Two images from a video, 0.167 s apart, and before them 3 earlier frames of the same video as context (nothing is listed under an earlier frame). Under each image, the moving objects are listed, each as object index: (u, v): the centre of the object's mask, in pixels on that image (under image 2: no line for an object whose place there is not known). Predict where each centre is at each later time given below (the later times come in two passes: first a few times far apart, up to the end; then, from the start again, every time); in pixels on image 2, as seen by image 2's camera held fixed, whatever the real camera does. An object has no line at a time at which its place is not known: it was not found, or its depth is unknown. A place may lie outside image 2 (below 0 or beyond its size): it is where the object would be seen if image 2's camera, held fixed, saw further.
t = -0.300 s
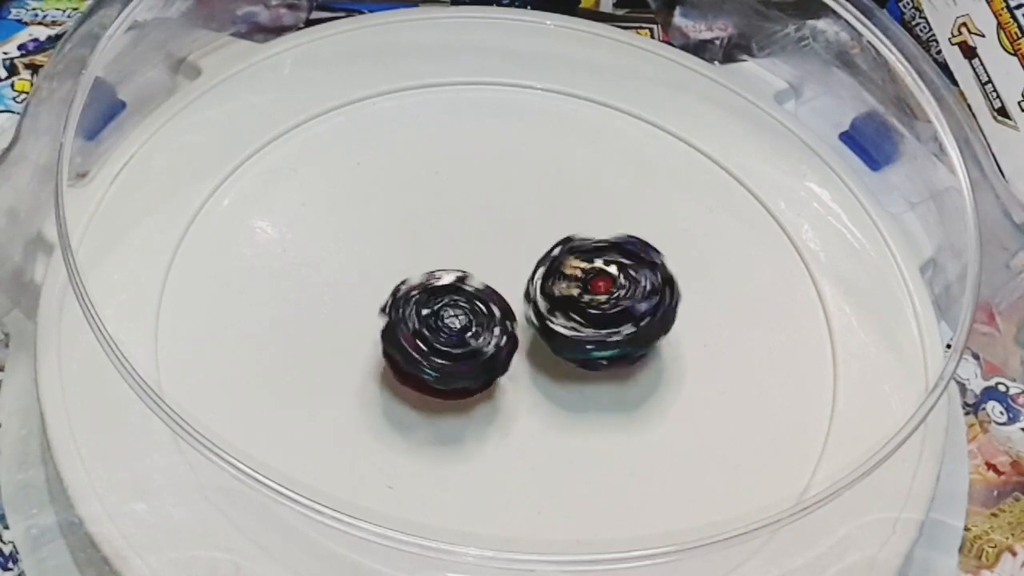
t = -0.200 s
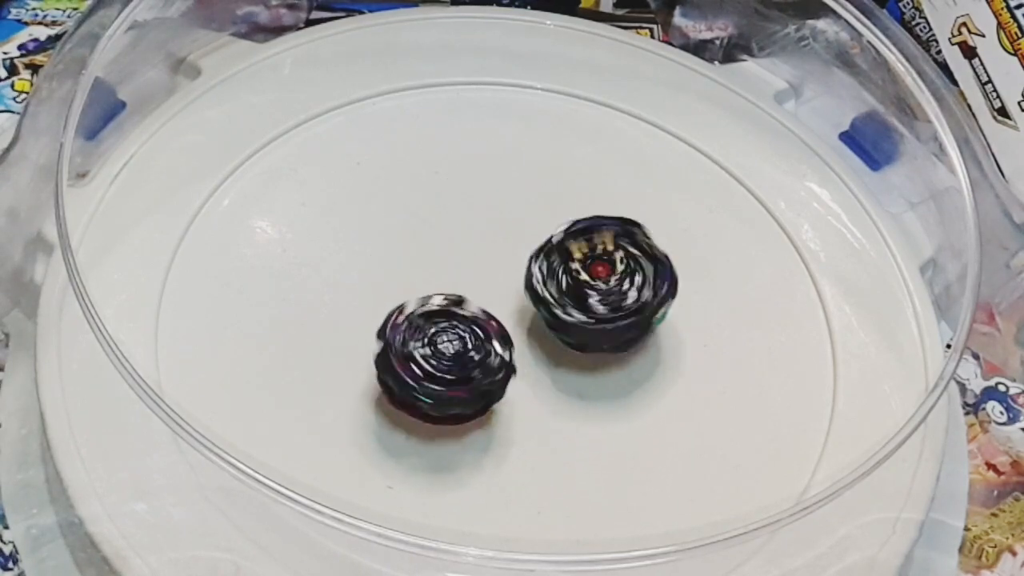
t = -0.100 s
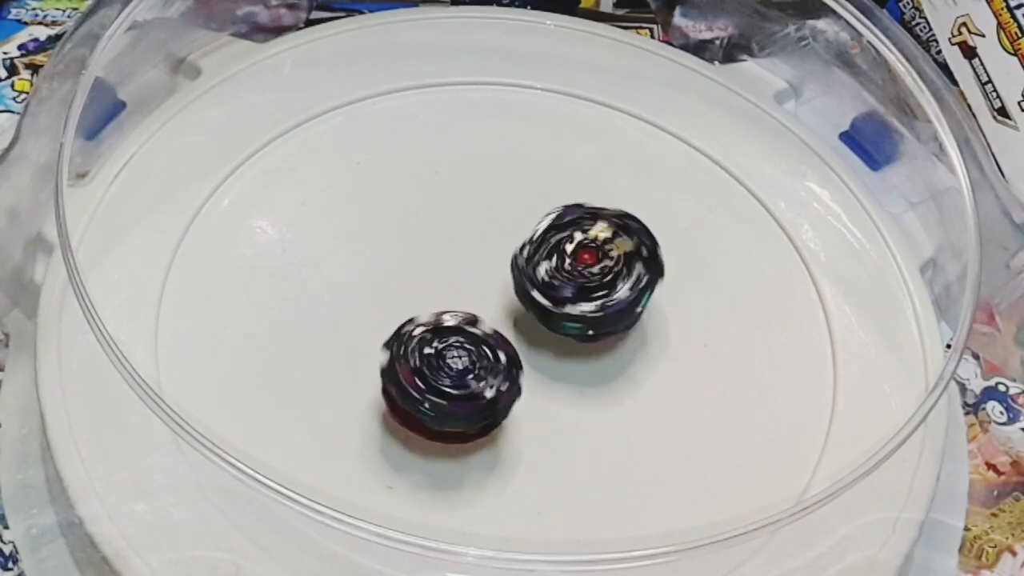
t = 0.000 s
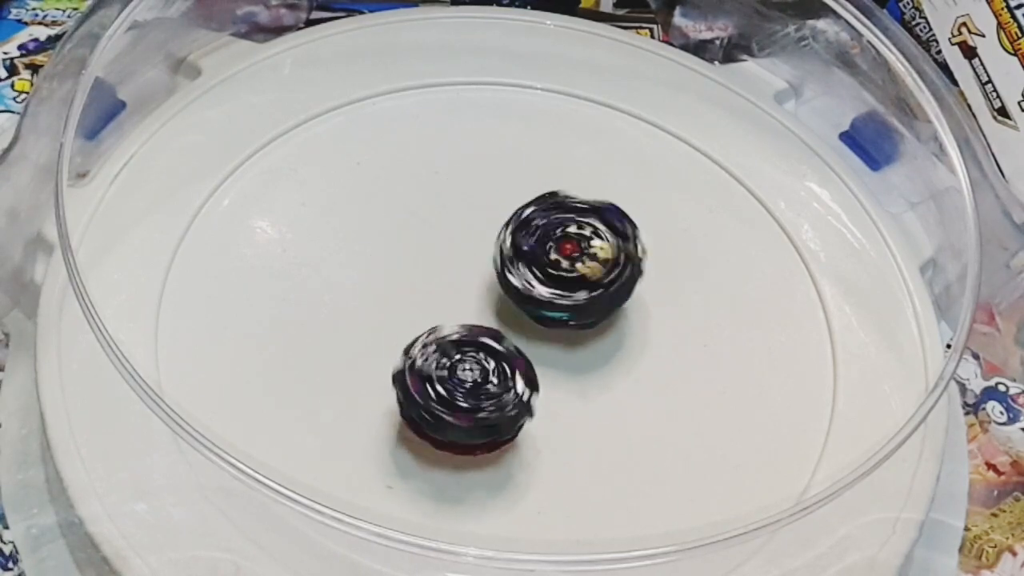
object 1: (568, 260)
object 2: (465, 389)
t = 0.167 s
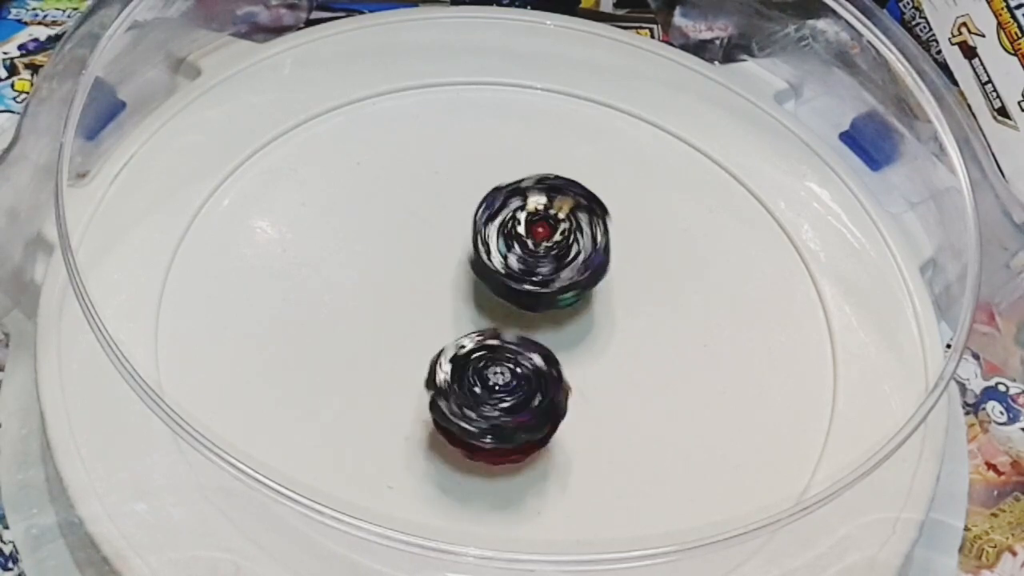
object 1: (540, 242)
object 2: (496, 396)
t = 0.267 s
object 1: (524, 238)
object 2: (519, 386)
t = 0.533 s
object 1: (478, 242)
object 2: (575, 343)
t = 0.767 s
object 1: (443, 264)
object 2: (598, 304)
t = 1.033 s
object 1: (431, 299)
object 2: (572, 260)
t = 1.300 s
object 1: (449, 347)
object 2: (528, 240)
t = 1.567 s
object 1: (489, 378)
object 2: (484, 251)
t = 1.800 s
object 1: (525, 397)
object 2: (467, 241)
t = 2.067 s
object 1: (606, 390)
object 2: (405, 207)
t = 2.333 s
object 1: (640, 346)
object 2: (408, 238)
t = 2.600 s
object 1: (637, 326)
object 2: (417, 261)
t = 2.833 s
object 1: (637, 324)
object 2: (419, 262)
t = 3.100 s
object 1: (636, 322)
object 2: (420, 265)
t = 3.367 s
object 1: (635, 319)
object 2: (422, 268)
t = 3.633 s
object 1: (633, 318)
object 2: (422, 270)
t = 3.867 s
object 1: (633, 315)
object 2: (424, 272)
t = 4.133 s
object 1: (632, 313)
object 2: (425, 274)
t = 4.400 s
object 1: (630, 310)
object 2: (427, 277)
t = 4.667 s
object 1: (629, 309)
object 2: (428, 279)
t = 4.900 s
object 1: (628, 307)
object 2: (429, 281)
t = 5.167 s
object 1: (627, 305)
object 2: (431, 284)
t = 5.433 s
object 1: (624, 302)
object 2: (433, 286)
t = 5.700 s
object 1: (624, 301)
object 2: (434, 289)
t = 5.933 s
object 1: (622, 299)
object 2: (436, 291)
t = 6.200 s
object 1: (622, 297)
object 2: (438, 292)
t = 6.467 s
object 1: (619, 295)
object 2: (440, 296)
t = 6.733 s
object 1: (618, 293)
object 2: (442, 298)
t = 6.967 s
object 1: (617, 291)
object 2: (443, 300)
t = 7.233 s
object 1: (616, 289)
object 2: (445, 301)
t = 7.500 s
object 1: (613, 287)
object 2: (447, 304)
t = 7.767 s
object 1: (613, 285)
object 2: (449, 306)
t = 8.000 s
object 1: (612, 284)
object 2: (450, 309)
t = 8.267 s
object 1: (611, 281)
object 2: (452, 310)
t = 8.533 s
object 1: (609, 280)
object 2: (454, 313)
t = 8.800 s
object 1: (590, 250)
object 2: (484, 343)
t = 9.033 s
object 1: (540, 217)
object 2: (542, 379)
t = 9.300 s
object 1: (473, 223)
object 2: (593, 368)
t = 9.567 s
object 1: (421, 272)
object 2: (588, 320)
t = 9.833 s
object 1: (387, 335)
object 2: (562, 268)
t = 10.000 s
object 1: (418, 361)
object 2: (530, 250)
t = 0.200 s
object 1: (534, 241)
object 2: (504, 393)
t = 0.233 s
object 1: (529, 239)
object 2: (511, 390)
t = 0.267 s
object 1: (524, 238)
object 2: (519, 386)
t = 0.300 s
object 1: (518, 236)
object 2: (527, 381)
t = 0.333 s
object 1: (512, 236)
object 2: (536, 376)
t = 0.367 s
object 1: (507, 236)
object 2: (543, 371)
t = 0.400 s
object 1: (501, 236)
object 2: (551, 367)
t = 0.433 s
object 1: (496, 237)
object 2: (557, 360)
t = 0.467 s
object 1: (489, 238)
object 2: (564, 354)
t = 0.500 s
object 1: (483, 241)
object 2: (570, 349)
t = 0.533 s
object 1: (478, 242)
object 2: (575, 343)
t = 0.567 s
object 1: (473, 244)
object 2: (581, 337)
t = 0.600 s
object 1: (466, 246)
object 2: (586, 332)
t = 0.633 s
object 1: (461, 249)
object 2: (591, 327)
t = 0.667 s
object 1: (456, 252)
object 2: (594, 322)
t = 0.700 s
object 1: (452, 256)
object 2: (597, 315)
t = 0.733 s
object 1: (448, 259)
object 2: (598, 309)
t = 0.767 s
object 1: (443, 264)
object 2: (598, 304)
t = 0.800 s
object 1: (440, 269)
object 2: (598, 298)
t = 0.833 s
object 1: (437, 273)
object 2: (597, 292)
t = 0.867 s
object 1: (435, 277)
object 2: (594, 286)
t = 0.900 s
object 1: (433, 280)
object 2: (591, 281)
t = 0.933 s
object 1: (431, 286)
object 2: (587, 276)
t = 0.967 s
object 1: (431, 290)
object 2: (582, 270)
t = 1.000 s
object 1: (430, 295)
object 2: (578, 265)
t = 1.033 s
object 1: (431, 299)
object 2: (572, 260)
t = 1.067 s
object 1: (432, 304)
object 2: (567, 256)
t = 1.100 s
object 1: (433, 310)
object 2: (562, 252)
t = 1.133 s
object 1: (436, 316)
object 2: (557, 249)
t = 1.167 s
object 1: (437, 323)
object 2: (550, 246)
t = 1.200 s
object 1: (439, 329)
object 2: (545, 243)
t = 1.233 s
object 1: (441, 335)
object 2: (540, 242)
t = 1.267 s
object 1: (444, 341)
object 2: (534, 241)
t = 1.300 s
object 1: (449, 347)
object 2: (528, 240)
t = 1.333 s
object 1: (454, 350)
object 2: (522, 241)
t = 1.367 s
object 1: (459, 354)
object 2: (516, 242)
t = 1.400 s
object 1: (463, 360)
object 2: (508, 241)
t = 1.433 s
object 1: (466, 364)
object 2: (503, 242)
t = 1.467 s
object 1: (471, 369)
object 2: (498, 243)
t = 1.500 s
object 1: (477, 373)
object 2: (494, 244)
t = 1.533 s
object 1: (483, 376)
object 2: (488, 248)
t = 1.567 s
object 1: (489, 378)
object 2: (484, 251)
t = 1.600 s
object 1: (497, 384)
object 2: (478, 250)
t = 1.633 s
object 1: (505, 395)
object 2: (473, 242)
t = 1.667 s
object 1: (512, 402)
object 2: (469, 237)
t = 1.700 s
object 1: (518, 405)
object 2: (467, 235)
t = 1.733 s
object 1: (520, 405)
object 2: (466, 236)
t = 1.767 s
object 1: (523, 403)
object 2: (466, 238)
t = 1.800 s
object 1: (525, 397)
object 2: (467, 241)
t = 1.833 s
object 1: (527, 391)
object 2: (467, 246)
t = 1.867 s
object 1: (529, 384)
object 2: (466, 252)
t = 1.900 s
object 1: (533, 376)
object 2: (464, 259)
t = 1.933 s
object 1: (549, 379)
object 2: (448, 252)
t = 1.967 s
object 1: (568, 386)
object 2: (430, 233)
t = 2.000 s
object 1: (584, 389)
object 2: (417, 221)
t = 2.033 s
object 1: (596, 390)
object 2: (409, 212)
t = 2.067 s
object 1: (606, 390)
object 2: (405, 207)
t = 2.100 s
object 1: (613, 387)
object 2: (403, 205)
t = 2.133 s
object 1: (620, 384)
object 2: (403, 206)
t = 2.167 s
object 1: (625, 379)
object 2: (403, 208)
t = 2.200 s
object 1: (630, 374)
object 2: (403, 212)
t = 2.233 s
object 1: (633, 368)
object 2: (403, 217)
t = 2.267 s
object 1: (637, 361)
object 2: (404, 223)
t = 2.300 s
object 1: (638, 354)
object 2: (406, 230)
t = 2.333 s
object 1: (640, 346)
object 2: (408, 238)
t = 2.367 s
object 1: (640, 338)
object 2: (411, 246)
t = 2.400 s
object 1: (638, 330)
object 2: (415, 255)
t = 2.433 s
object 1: (637, 326)
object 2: (417, 259)
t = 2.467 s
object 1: (637, 326)
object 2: (417, 260)
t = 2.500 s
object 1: (637, 326)
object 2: (417, 260)
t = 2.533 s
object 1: (636, 326)
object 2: (417, 260)
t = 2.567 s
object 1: (636, 326)
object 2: (417, 261)
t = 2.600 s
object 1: (637, 326)
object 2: (417, 261)
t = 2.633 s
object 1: (637, 326)
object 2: (418, 261)
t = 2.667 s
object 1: (637, 326)
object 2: (418, 261)
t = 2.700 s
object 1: (637, 325)
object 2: (418, 262)
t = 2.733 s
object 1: (637, 325)
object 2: (418, 262)
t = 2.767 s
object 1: (636, 324)
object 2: (418, 262)
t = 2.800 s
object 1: (636, 324)
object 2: (419, 262)
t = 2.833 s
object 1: (637, 324)
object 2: (419, 262)
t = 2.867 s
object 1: (637, 323)
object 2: (419, 263)
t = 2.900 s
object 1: (637, 323)
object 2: (419, 263)
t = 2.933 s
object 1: (636, 323)
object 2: (419, 263)
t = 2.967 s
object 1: (636, 323)
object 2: (419, 263)
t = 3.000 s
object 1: (636, 322)
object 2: (420, 264)
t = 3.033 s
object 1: (636, 322)
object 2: (420, 265)
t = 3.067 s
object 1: (636, 322)
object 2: (420, 265)
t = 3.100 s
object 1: (636, 322)
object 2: (420, 265)
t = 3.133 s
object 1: (636, 322)
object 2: (420, 266)
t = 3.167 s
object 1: (636, 321)
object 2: (420, 266)
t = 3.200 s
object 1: (636, 321)
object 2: (421, 266)
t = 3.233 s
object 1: (635, 320)
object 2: (421, 266)
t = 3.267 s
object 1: (635, 320)
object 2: (421, 267)
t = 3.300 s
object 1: (635, 319)
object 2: (422, 267)
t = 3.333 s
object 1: (635, 319)
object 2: (422, 267)
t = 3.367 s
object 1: (635, 319)
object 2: (422, 268)
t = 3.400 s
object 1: (634, 318)
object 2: (422, 268)
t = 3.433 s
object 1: (634, 318)
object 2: (422, 268)
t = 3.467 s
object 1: (633, 318)
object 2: (422, 268)
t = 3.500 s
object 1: (633, 318)
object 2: (422, 268)
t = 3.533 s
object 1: (633, 318)
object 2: (422, 269)
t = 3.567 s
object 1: (633, 318)
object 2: (422, 270)
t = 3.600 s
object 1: (633, 318)
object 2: (422, 270)
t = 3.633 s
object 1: (633, 318)
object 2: (422, 270)
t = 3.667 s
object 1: (633, 317)
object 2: (422, 271)
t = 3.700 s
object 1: (633, 317)
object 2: (423, 271)
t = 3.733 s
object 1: (633, 316)
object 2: (423, 271)
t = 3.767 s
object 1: (632, 316)
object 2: (423, 271)
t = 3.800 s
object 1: (633, 316)
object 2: (423, 271)
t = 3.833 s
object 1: (633, 316)
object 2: (423, 271)
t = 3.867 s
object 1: (633, 315)
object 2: (424, 272)
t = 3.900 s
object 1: (633, 315)
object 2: (424, 272)
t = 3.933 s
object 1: (632, 315)
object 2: (424, 272)
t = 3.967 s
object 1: (631, 315)
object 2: (424, 273)
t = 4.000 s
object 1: (632, 314)
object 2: (425, 273)
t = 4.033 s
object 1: (632, 314)
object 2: (425, 273)
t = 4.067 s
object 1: (632, 314)
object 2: (425, 274)
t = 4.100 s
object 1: (632, 314)
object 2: (425, 274)
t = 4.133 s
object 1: (632, 313)
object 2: (425, 274)
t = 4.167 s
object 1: (632, 313)
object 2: (425, 275)
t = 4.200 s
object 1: (631, 312)
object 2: (426, 275)
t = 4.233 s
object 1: (631, 312)
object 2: (426, 276)
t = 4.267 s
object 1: (631, 312)
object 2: (426, 276)
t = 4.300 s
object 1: (631, 311)
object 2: (426, 276)
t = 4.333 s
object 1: (631, 311)
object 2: (427, 276)
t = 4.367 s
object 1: (631, 311)
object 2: (427, 277)
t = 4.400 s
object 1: (630, 310)
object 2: (427, 277)
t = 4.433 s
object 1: (629, 310)
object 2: (428, 277)
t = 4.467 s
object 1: (629, 310)
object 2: (428, 277)
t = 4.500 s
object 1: (629, 310)
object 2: (427, 278)
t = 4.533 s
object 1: (629, 310)
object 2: (427, 278)
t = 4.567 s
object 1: (628, 310)
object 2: (428, 278)
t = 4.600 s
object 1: (629, 310)
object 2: (428, 279)
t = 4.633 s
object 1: (629, 310)
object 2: (428, 279)
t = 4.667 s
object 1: (629, 309)
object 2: (428, 279)
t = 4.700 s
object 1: (629, 309)
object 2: (428, 280)
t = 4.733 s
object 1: (628, 309)
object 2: (428, 280)
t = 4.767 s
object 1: (628, 308)
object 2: (429, 281)
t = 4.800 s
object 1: (628, 308)
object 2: (429, 281)
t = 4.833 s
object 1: (628, 307)
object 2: (429, 281)
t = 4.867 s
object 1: (628, 307)
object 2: (429, 281)
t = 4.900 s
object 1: (628, 307)
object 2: (429, 281)
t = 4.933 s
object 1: (627, 307)
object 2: (430, 282)
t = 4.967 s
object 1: (627, 307)
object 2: (430, 282)
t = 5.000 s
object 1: (627, 306)
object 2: (430, 282)
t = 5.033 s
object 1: (627, 306)
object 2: (430, 282)
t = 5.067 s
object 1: (627, 306)
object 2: (430, 282)
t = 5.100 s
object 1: (627, 306)
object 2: (431, 283)
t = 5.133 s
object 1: (628, 305)
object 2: (431, 283)
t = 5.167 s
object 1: (627, 305)
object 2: (431, 284)
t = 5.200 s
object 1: (627, 305)
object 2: (431, 284)
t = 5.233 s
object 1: (626, 304)
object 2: (431, 284)
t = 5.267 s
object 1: (626, 304)
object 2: (431, 285)
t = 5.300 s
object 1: (626, 303)
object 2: (432, 285)
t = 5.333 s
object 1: (626, 303)
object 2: (432, 285)
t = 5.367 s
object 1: (626, 303)
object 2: (433, 286)
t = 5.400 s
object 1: (625, 302)
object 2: (433, 286)
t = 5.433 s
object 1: (624, 302)
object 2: (433, 286)
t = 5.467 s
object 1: (624, 302)
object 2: (434, 287)
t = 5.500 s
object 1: (624, 302)
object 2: (434, 287)
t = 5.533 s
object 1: (624, 302)
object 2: (434, 287)
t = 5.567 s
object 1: (624, 302)
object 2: (434, 287)
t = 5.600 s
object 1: (624, 302)
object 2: (434, 288)
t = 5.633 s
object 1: (624, 302)
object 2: (434, 288)
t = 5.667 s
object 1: (624, 302)
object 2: (434, 288)
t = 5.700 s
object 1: (624, 301)
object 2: (434, 289)
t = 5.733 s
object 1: (623, 301)
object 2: (434, 289)
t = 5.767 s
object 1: (623, 300)
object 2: (434, 289)
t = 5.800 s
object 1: (623, 300)
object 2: (435, 290)
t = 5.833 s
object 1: (623, 300)
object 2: (435, 290)
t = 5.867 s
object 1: (623, 299)
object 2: (436, 291)
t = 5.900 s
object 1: (623, 299)
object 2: (436, 291)
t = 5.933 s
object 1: (622, 299)
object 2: (436, 291)
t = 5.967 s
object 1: (622, 299)
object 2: (436, 291)
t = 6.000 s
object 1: (622, 299)
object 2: (436, 291)
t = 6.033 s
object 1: (622, 298)
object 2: (437, 291)
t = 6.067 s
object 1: (622, 298)
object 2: (437, 291)
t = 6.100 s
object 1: (622, 298)
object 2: (437, 292)
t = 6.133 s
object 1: (623, 298)
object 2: (437, 292)
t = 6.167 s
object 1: (622, 297)
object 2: (438, 292)
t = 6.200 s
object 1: (622, 297)
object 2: (438, 292)
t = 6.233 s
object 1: (621, 296)
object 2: (438, 293)
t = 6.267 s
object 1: (621, 296)
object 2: (438, 294)
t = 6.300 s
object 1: (621, 296)
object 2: (438, 294)
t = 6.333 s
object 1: (621, 295)
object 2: (439, 294)
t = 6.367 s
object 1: (620, 295)
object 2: (439, 295)
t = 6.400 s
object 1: (620, 295)
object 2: (439, 295)
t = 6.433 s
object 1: (619, 295)
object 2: (440, 295)
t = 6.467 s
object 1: (619, 295)
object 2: (440, 296)
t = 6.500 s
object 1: (618, 294)
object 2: (440, 296)
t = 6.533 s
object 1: (619, 294)
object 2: (441, 296)
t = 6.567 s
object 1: (619, 294)
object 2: (441, 297)
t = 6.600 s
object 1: (619, 294)
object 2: (441, 297)
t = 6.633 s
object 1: (619, 294)
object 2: (441, 297)
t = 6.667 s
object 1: (618, 294)
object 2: (441, 297)
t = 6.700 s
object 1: (618, 294)
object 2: (441, 297)
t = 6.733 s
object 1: (618, 293)
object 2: (442, 298)
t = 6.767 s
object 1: (618, 293)
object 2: (442, 298)
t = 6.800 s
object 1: (618, 292)
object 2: (442, 299)
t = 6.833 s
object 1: (618, 292)
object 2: (442, 299)
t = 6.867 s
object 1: (618, 292)
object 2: (442, 300)
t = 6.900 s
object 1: (617, 292)
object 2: (442, 300)
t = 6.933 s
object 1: (617, 291)
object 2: (443, 300)
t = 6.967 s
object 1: (617, 291)
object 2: (443, 300)
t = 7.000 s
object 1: (617, 291)
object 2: (443, 300)
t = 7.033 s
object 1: (617, 291)
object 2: (443, 300)
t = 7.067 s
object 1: (617, 291)
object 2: (444, 301)
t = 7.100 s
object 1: (617, 290)
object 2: (444, 300)
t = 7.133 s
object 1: (617, 290)
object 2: (444, 301)
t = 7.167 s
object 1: (617, 290)
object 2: (444, 301)
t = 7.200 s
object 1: (616, 289)
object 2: (445, 301)
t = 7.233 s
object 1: (616, 289)
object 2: (445, 301)
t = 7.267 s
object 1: (616, 288)
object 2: (445, 302)
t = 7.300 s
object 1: (616, 288)
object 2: (445, 302)
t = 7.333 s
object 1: (615, 287)
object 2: (446, 303)
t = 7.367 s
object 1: (615, 287)
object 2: (445, 303)
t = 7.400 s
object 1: (615, 287)
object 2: (446, 303)
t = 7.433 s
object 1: (614, 287)
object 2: (446, 304)
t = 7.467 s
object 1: (614, 287)
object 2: (446, 304)
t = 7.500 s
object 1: (613, 287)
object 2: (447, 304)
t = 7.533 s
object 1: (613, 287)
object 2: (447, 305)
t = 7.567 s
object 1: (613, 287)
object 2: (447, 305)
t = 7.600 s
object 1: (614, 287)
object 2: (448, 305)
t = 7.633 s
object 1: (614, 286)
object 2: (448, 305)
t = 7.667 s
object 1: (613, 286)
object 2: (449, 306)
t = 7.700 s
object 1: (613, 286)
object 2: (449, 306)
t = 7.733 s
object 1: (613, 285)
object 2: (449, 306)
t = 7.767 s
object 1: (613, 285)
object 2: (449, 306)
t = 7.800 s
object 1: (613, 285)
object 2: (449, 306)
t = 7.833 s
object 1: (613, 285)
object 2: (449, 307)
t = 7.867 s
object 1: (613, 284)
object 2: (449, 308)
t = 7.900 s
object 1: (612, 284)
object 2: (449, 308)
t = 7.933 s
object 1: (612, 284)
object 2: (449, 308)
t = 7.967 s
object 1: (612, 284)
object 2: (449, 309)
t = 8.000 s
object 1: (612, 284)
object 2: (450, 309)
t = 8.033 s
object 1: (612, 283)
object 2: (451, 309)
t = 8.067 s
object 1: (612, 283)
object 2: (451, 309)
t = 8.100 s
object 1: (612, 283)
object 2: (451, 309)
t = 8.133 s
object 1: (612, 283)
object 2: (451, 309)
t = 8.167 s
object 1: (612, 283)
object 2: (452, 310)
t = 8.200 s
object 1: (611, 282)
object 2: (452, 309)
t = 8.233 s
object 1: (611, 281)
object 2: (452, 310)
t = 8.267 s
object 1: (611, 281)
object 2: (452, 310)
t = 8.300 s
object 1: (611, 281)
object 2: (452, 310)
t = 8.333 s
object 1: (610, 280)
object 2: (453, 310)
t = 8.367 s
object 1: (610, 280)
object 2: (453, 310)
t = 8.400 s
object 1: (610, 280)
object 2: (453, 311)
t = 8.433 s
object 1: (609, 280)
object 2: (453, 312)
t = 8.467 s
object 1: (609, 280)
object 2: (453, 312)
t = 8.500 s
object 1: (609, 280)
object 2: (453, 312)
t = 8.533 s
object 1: (609, 280)
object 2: (454, 313)
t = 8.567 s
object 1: (609, 280)
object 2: (455, 313)
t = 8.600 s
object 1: (609, 280)
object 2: (455, 313)
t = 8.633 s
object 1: (609, 280)
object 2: (455, 313)
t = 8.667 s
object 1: (608, 279)
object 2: (456, 314)
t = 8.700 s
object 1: (604, 273)
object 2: (462, 319)
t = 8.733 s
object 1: (598, 266)
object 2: (471, 327)
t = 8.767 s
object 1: (594, 258)
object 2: (478, 335)
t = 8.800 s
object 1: (590, 250)
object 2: (484, 343)
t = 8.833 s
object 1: (583, 244)
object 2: (491, 350)
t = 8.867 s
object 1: (577, 238)
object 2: (500, 357)
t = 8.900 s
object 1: (571, 232)
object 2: (508, 363)
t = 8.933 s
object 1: (563, 227)
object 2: (516, 368)
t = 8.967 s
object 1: (556, 224)
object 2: (525, 372)
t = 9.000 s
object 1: (548, 220)
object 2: (533, 376)
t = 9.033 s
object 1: (540, 217)
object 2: (542, 379)
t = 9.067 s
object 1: (532, 215)
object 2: (549, 381)
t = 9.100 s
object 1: (523, 213)
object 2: (557, 382)
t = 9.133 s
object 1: (514, 212)
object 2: (564, 381)
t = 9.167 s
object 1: (506, 212)
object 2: (572, 380)
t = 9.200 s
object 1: (498, 214)
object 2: (578, 378)
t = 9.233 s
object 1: (489, 216)
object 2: (583, 375)
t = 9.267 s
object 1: (481, 219)
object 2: (589, 372)
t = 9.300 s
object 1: (473, 223)
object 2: (593, 368)
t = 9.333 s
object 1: (465, 227)
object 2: (595, 363)
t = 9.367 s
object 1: (457, 233)
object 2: (597, 358)
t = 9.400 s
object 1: (450, 238)
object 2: (598, 352)
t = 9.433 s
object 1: (443, 244)
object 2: (597, 346)
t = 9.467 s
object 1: (437, 250)
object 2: (596, 340)
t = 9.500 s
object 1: (431, 257)
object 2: (594, 333)
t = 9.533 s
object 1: (426, 264)
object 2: (591, 327)
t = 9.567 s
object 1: (421, 272)
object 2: (588, 320)
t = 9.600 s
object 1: (417, 279)
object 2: (582, 314)
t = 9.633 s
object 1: (414, 287)
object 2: (576, 308)
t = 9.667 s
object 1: (412, 295)
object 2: (569, 302)
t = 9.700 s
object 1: (411, 304)
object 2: (562, 296)
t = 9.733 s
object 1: (404, 313)
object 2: (561, 288)
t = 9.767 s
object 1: (394, 322)
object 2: (565, 280)
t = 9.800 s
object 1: (388, 329)
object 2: (564, 274)
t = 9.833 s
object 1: (387, 335)
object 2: (562, 268)
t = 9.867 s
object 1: (389, 341)
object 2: (556, 264)
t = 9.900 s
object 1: (393, 346)
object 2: (550, 259)
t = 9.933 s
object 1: (400, 352)
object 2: (544, 256)
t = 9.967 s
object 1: (408, 357)
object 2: (537, 253)
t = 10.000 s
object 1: (418, 361)
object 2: (530, 250)
